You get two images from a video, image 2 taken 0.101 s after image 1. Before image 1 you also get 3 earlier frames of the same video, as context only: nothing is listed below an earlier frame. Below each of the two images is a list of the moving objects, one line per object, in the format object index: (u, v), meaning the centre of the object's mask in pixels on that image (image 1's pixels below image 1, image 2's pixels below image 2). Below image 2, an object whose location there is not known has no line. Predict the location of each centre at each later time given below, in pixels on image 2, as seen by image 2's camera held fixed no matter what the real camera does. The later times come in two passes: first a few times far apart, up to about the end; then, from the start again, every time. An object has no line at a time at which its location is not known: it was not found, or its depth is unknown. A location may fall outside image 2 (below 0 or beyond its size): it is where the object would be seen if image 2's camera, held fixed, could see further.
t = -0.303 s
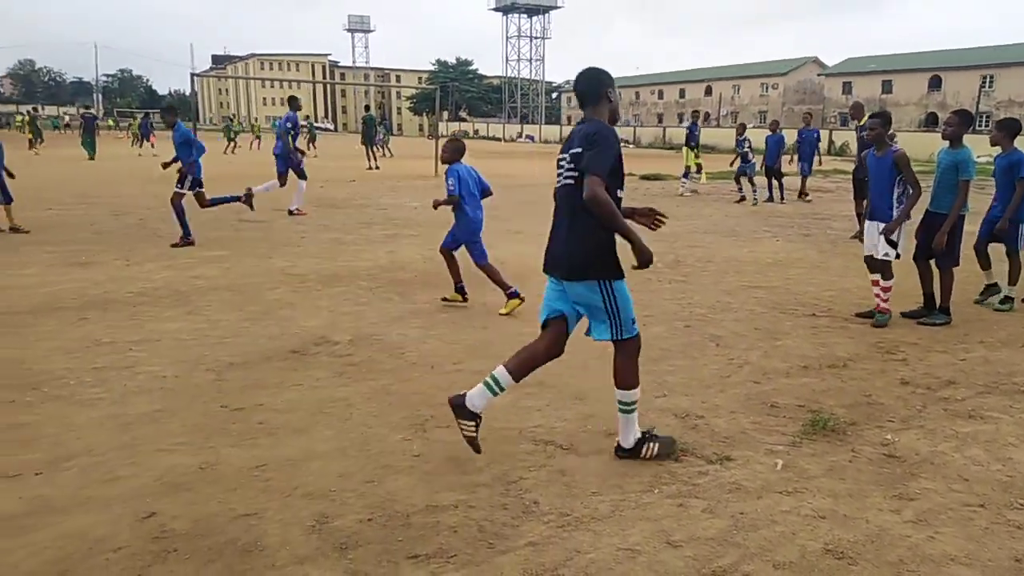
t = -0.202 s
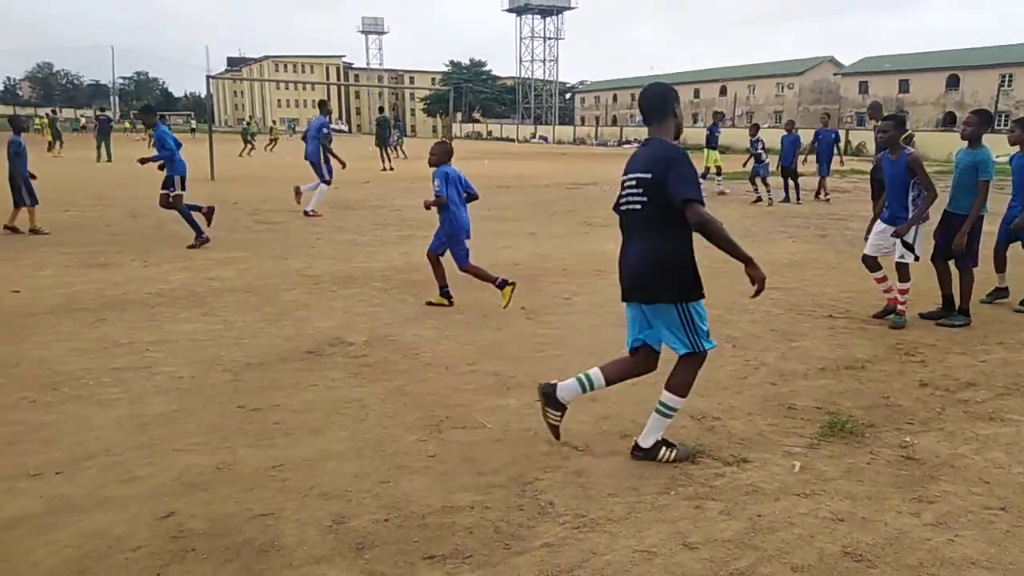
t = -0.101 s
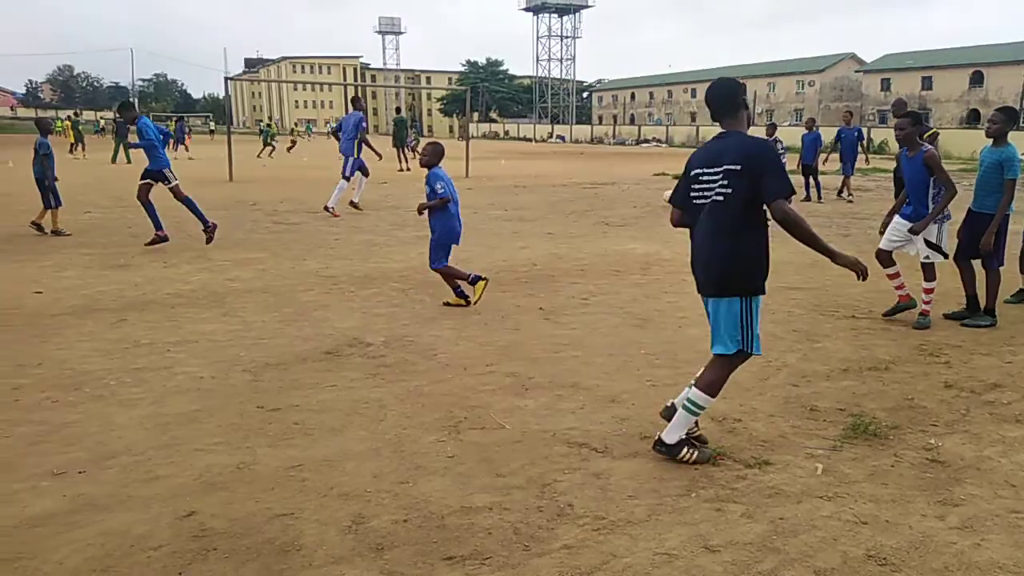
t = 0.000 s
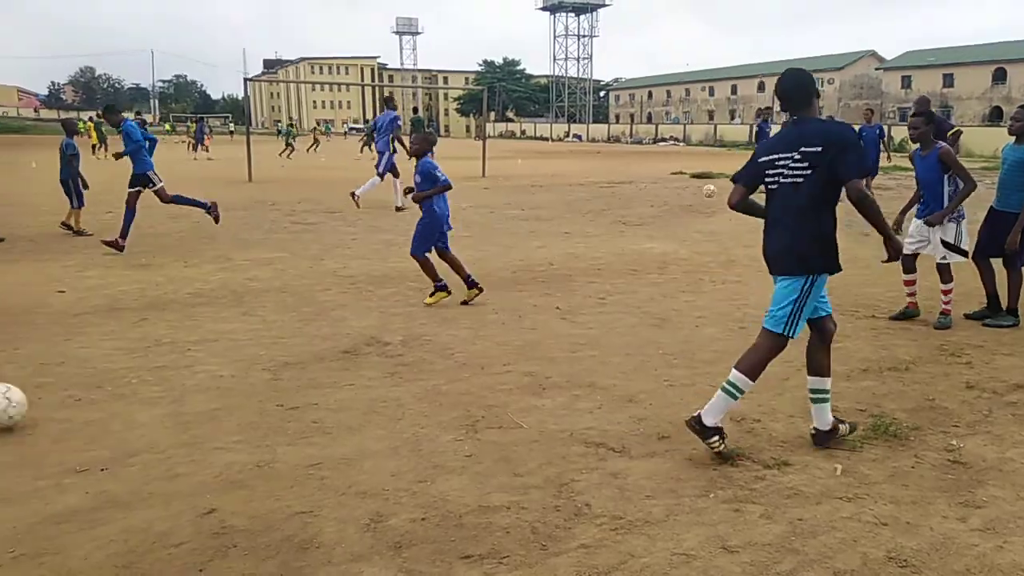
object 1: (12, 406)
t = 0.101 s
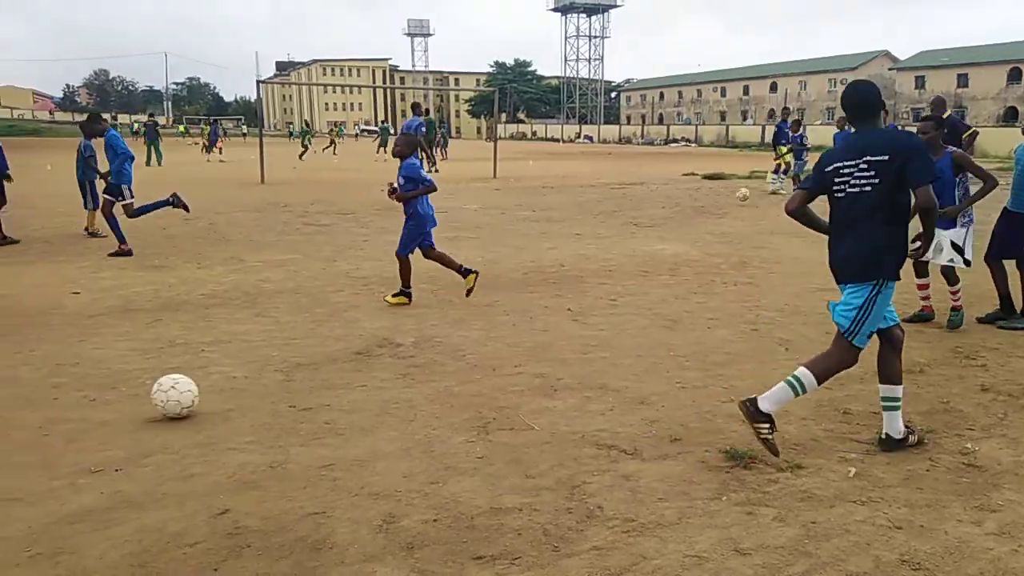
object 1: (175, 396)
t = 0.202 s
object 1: (308, 386)
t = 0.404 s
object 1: (512, 367)
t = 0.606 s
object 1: (663, 356)
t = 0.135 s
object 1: (223, 391)
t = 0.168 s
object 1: (268, 388)
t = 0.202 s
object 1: (308, 386)
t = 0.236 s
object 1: (346, 383)
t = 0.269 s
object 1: (384, 379)
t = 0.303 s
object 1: (419, 376)
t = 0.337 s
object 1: (452, 373)
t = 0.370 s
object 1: (484, 371)
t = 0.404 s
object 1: (512, 367)
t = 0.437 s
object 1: (539, 365)
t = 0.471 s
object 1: (566, 365)
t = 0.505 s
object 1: (592, 363)
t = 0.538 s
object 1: (616, 360)
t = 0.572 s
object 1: (641, 360)
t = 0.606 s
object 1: (663, 356)
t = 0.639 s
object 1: (686, 352)
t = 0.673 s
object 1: (708, 351)
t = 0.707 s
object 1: (731, 353)
